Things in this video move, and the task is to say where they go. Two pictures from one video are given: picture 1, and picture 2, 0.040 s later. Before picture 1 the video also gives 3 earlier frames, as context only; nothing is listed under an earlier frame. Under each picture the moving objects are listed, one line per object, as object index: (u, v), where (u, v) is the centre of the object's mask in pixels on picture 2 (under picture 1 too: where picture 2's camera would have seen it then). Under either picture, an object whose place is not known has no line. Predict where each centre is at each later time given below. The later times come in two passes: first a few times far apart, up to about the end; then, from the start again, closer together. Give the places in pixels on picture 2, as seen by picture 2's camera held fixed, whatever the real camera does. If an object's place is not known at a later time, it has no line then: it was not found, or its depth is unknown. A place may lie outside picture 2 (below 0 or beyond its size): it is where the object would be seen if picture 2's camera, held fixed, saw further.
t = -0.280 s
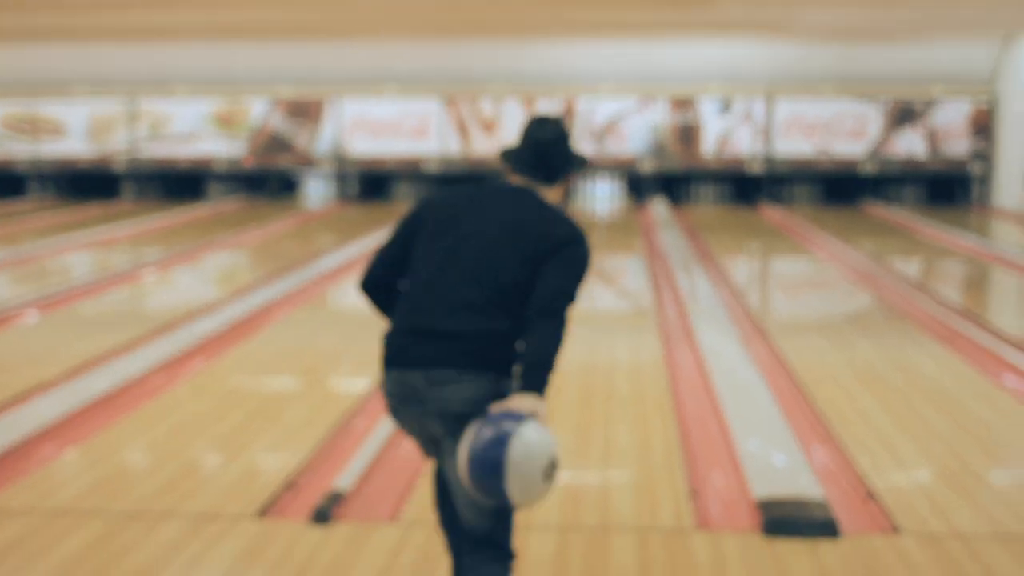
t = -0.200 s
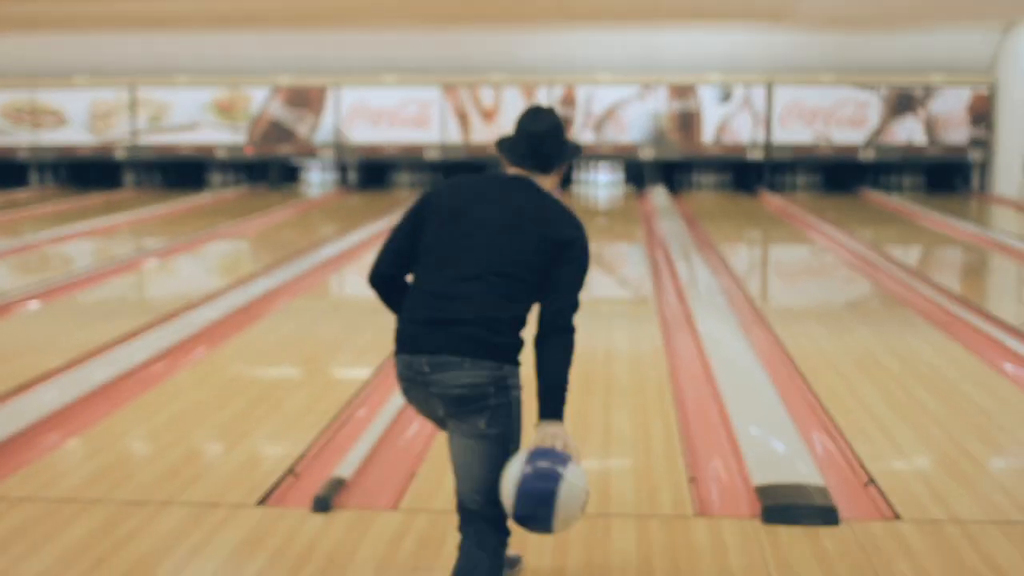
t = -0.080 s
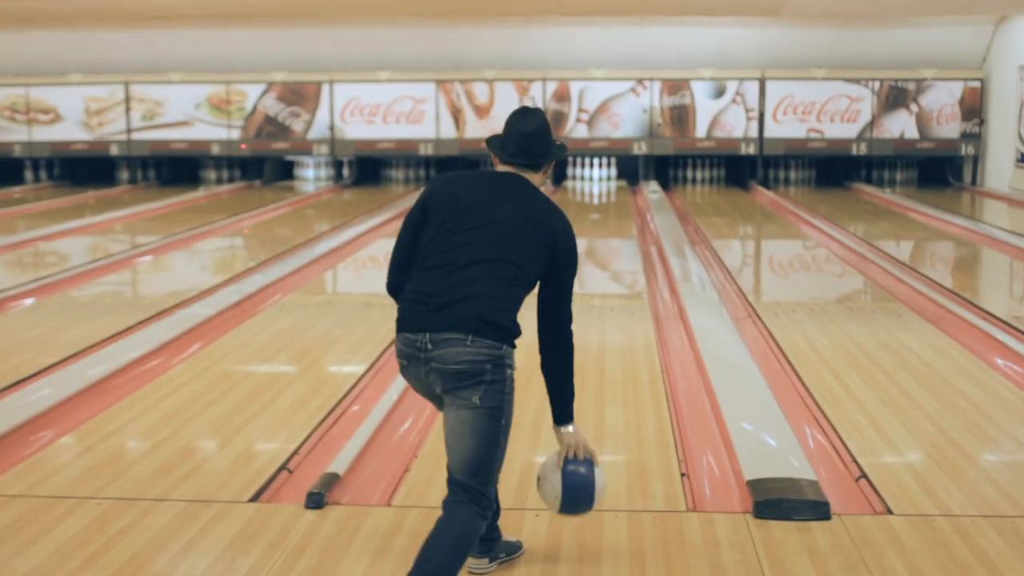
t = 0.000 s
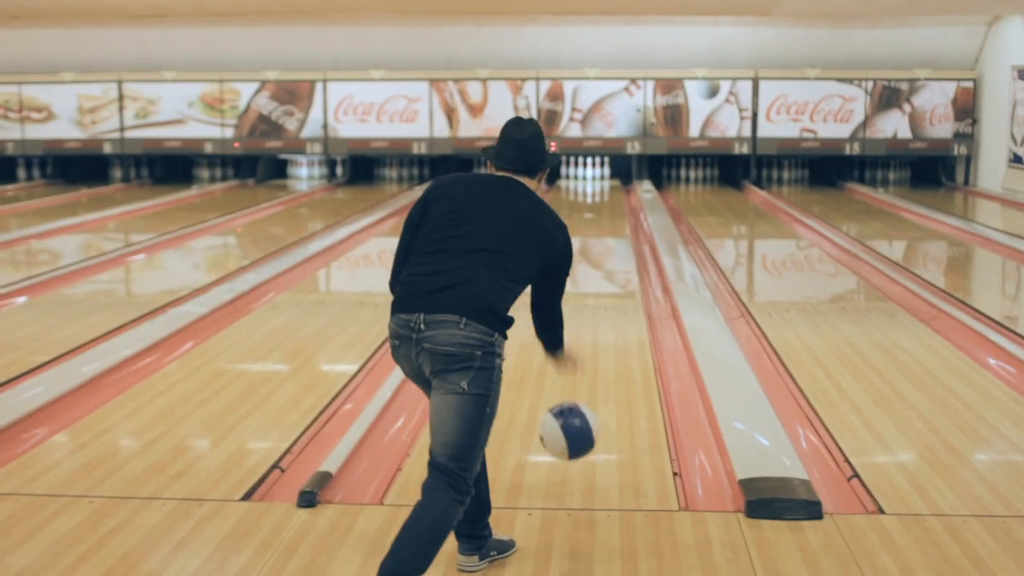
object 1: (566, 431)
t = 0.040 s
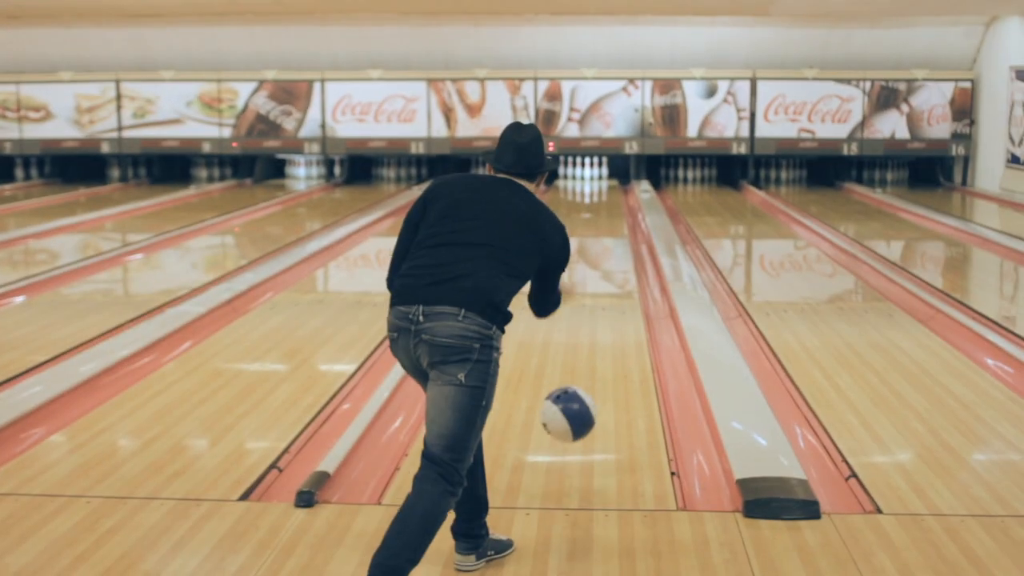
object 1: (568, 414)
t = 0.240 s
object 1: (574, 370)
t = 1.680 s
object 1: (578, 207)
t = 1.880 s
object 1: (578, 199)
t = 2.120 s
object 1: (576, 193)
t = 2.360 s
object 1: (575, 186)
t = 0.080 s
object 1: (569, 403)
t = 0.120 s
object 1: (571, 396)
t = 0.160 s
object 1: (572, 393)
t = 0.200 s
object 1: (573, 383)
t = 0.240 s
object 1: (574, 370)
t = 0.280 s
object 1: (575, 358)
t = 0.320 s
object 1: (575, 347)
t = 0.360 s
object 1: (576, 337)
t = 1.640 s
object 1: (578, 208)
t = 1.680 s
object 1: (578, 207)
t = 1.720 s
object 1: (578, 205)
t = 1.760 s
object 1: (578, 204)
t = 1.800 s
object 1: (578, 202)
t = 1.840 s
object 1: (578, 201)
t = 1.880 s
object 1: (578, 199)
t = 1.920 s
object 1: (577, 198)
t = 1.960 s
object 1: (577, 197)
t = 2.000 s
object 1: (577, 196)
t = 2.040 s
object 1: (577, 195)
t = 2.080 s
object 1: (577, 194)
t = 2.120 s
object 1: (576, 193)
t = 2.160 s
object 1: (577, 191)
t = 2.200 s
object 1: (576, 191)
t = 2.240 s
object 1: (577, 190)
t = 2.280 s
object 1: (576, 188)
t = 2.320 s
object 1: (575, 187)
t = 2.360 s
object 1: (575, 186)
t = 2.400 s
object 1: (574, 185)
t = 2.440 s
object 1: (575, 185)
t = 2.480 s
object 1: (575, 184)
